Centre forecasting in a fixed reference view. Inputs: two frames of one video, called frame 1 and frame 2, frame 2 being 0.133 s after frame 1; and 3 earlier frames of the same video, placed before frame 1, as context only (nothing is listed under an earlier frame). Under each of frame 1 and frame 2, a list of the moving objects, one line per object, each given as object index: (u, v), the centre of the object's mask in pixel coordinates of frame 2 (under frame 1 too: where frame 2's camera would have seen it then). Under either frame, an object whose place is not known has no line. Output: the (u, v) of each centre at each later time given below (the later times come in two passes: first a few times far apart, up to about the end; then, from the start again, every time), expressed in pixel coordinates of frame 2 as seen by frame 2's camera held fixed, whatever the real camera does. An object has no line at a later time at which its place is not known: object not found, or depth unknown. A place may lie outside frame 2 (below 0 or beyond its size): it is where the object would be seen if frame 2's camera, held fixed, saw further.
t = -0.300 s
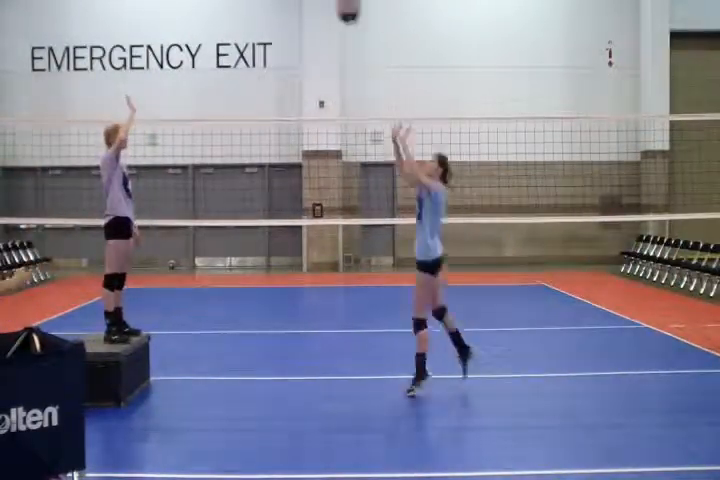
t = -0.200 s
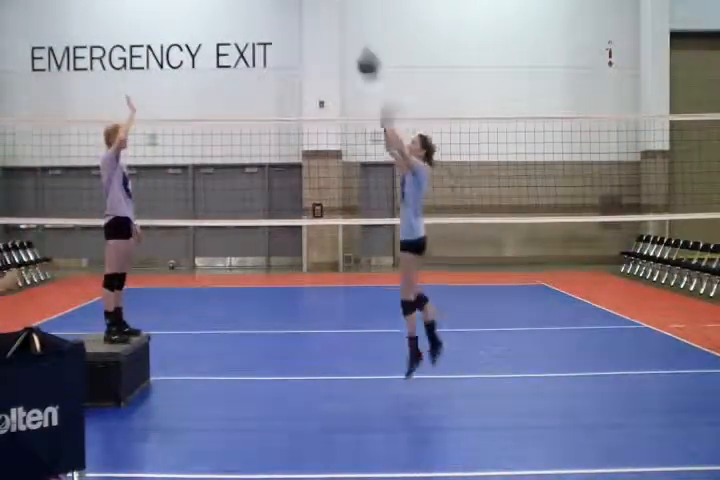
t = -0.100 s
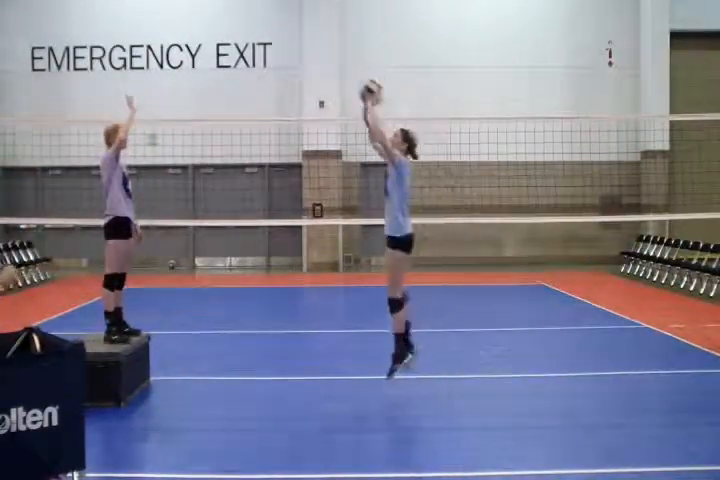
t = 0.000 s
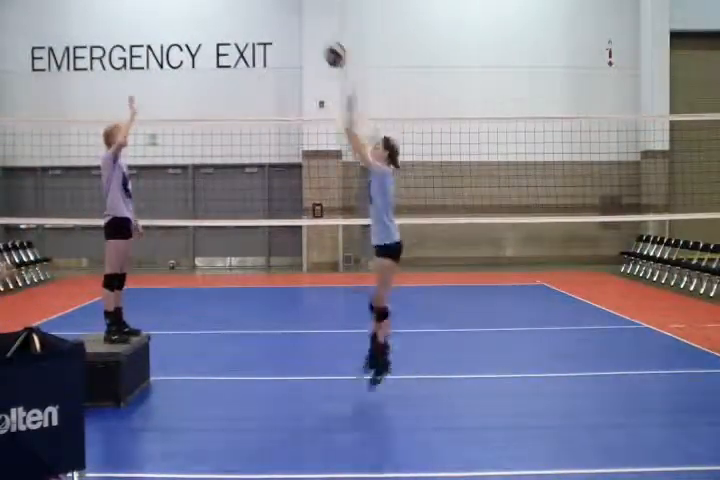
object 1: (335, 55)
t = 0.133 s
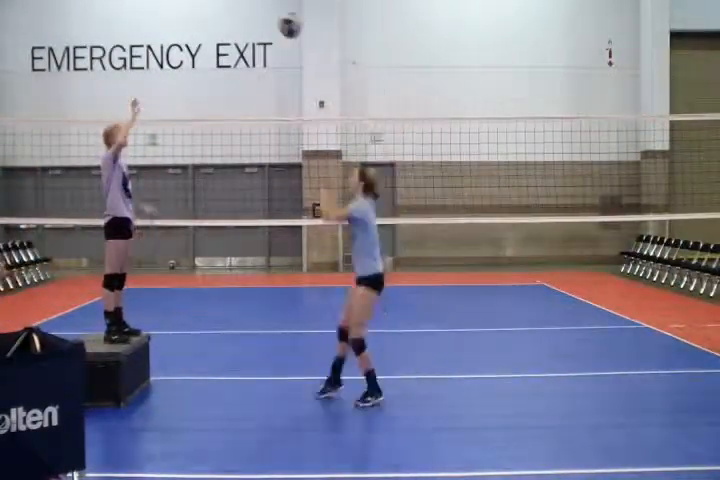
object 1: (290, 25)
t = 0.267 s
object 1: (248, 19)
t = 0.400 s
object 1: (207, 33)
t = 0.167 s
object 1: (279, 22)
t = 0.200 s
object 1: (268, 19)
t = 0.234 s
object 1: (258, 18)
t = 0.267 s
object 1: (248, 19)
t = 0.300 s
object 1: (237, 20)
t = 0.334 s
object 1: (227, 24)
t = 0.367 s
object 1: (217, 28)
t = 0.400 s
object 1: (207, 33)
